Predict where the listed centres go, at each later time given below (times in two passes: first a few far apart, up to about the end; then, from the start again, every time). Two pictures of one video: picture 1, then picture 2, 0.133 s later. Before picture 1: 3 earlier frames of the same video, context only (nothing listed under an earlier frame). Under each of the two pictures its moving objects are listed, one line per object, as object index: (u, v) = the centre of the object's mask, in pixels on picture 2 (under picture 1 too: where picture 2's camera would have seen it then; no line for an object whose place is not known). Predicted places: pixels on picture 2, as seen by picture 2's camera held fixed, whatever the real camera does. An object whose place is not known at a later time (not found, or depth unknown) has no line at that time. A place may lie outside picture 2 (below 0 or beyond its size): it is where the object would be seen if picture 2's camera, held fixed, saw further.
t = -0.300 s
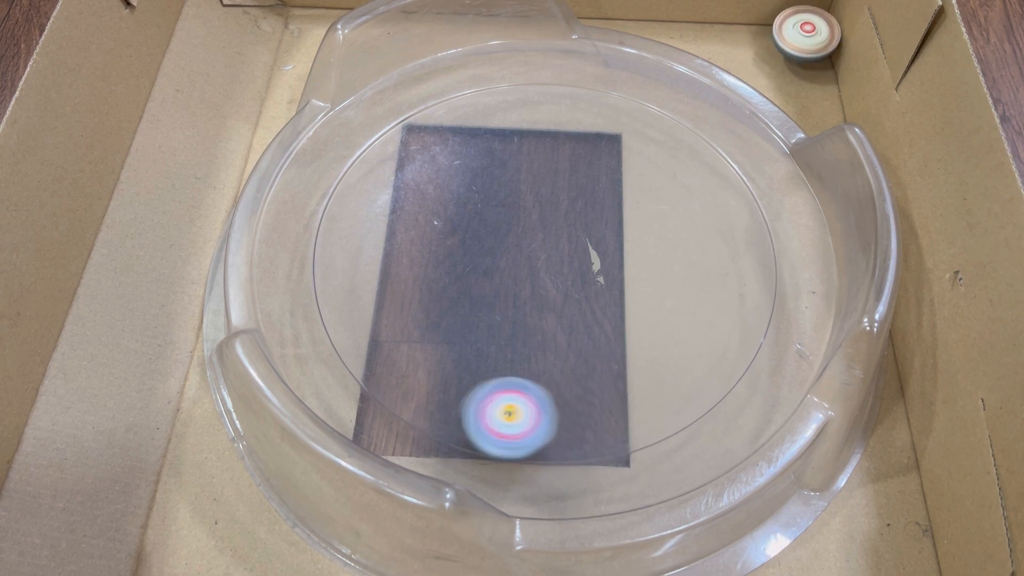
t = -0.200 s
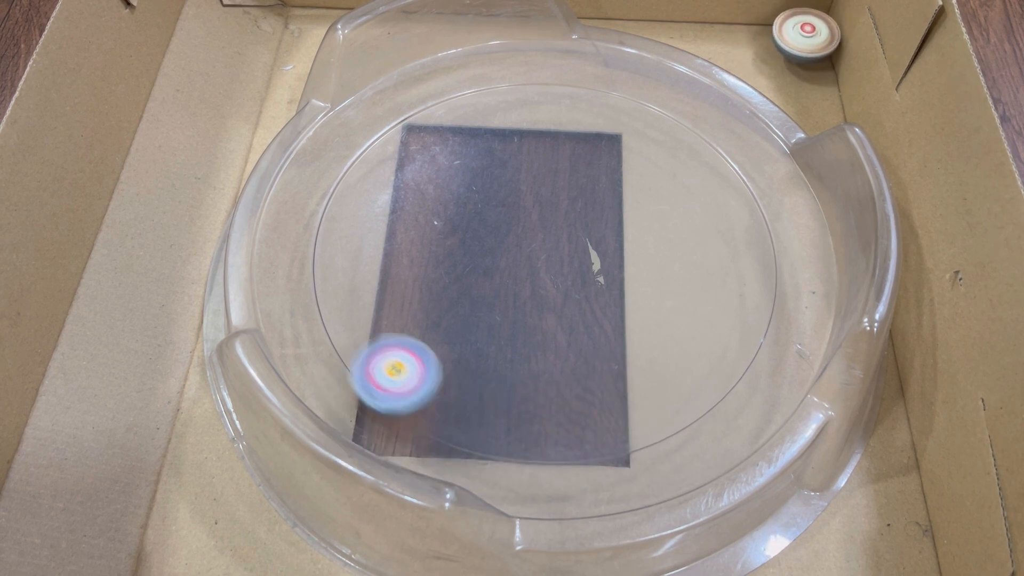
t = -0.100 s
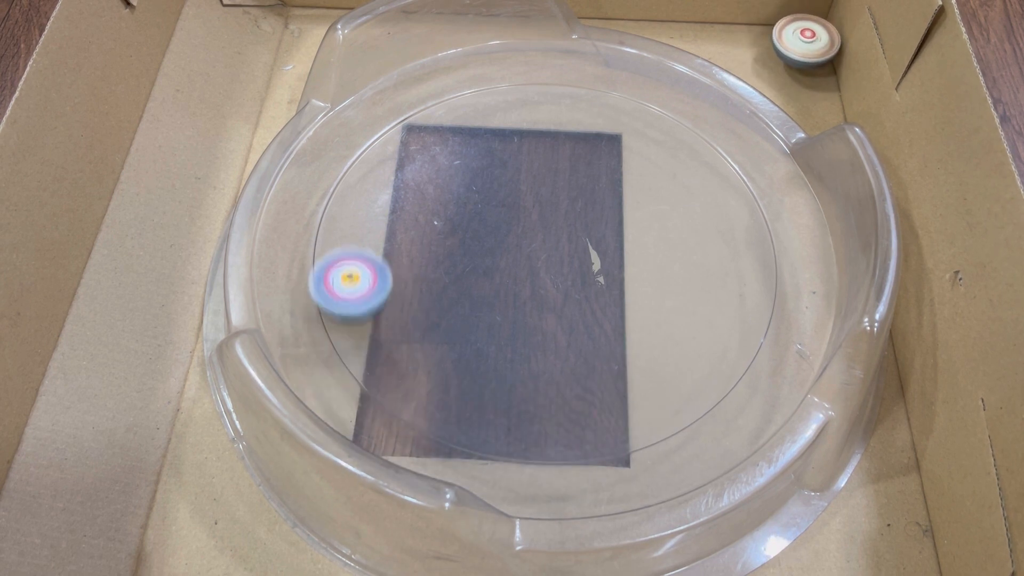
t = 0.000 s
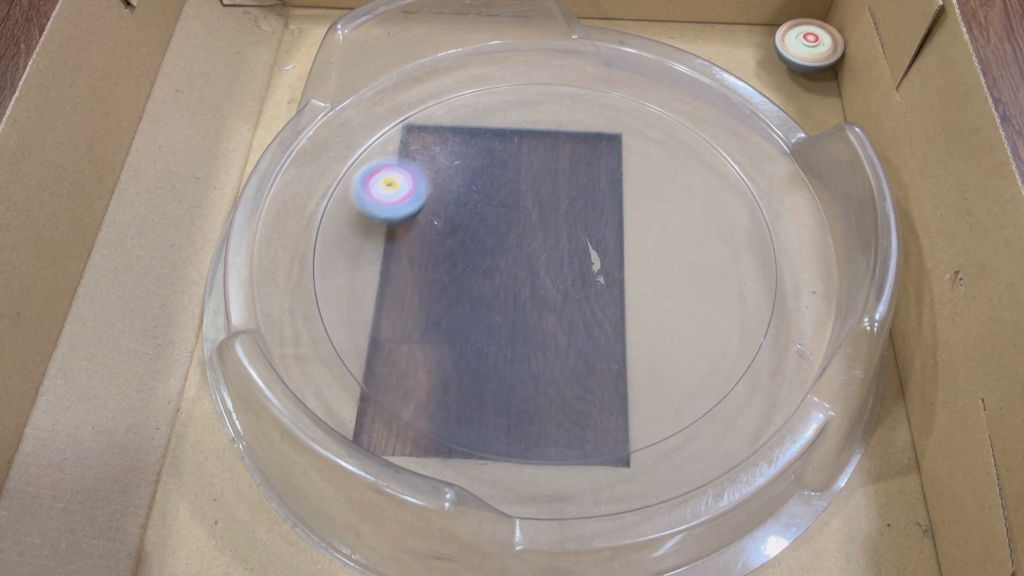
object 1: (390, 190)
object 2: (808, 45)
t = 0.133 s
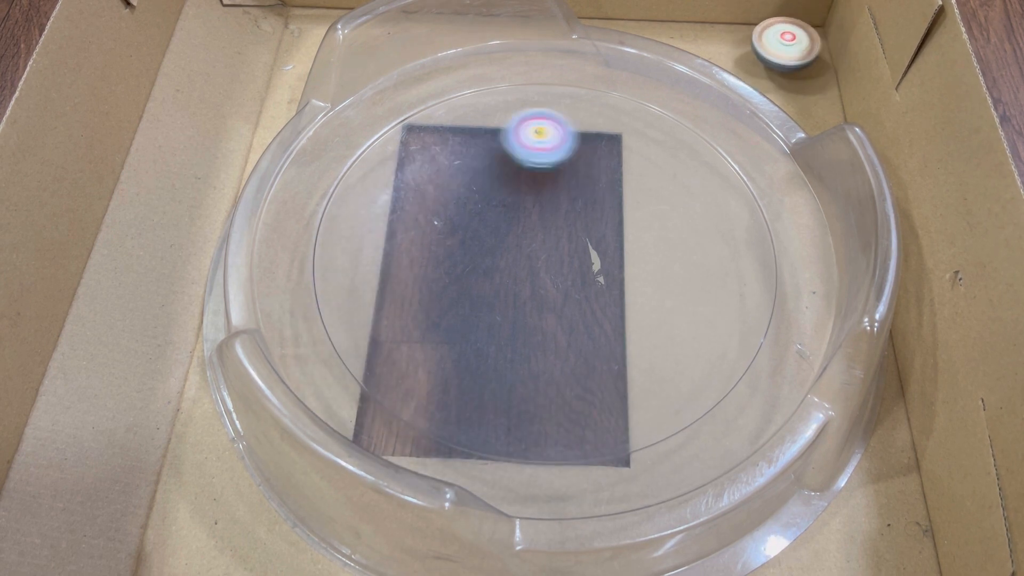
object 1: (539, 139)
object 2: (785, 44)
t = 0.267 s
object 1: (686, 205)
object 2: (774, 40)
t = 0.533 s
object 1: (583, 422)
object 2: (738, 43)
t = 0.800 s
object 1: (397, 243)
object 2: (711, 38)
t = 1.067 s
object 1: (663, 167)
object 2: (698, 40)
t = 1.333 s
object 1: (671, 379)
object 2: (687, 36)
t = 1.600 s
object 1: (423, 264)
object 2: (696, 26)
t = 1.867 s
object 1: (633, 138)
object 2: (699, 31)
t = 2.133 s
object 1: (689, 327)
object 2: (706, 37)
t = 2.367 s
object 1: (446, 291)
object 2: (707, 41)
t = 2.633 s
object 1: (566, 119)
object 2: (726, 45)
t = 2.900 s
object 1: (685, 275)
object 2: (738, 36)
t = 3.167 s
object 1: (442, 286)
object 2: (741, 23)
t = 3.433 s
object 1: (527, 125)
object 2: (733, 36)
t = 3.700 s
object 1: (651, 267)
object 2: (726, 44)
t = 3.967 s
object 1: (444, 308)
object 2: (731, 48)
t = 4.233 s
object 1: (475, 157)
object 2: (720, 46)
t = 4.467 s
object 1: (629, 228)
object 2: (731, 47)
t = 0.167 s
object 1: (582, 144)
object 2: (782, 44)
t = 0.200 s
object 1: (621, 158)
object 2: (781, 43)
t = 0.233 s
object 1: (657, 178)
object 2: (779, 42)
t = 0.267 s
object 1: (686, 205)
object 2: (774, 40)
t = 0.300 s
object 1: (706, 237)
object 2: (770, 41)
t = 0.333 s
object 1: (717, 271)
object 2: (765, 42)
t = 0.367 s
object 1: (716, 307)
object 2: (759, 42)
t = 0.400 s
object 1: (704, 342)
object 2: (752, 42)
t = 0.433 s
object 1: (684, 372)
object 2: (746, 42)
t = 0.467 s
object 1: (656, 397)
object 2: (741, 43)
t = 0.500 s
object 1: (622, 414)
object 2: (738, 43)
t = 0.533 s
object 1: (583, 422)
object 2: (738, 43)
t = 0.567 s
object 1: (544, 422)
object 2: (737, 42)
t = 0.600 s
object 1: (505, 413)
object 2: (736, 42)
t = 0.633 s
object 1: (467, 397)
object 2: (735, 41)
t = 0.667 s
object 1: (435, 375)
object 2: (731, 41)
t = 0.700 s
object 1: (411, 346)
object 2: (727, 40)
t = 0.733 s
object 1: (395, 313)
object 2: (722, 39)
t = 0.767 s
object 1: (391, 277)
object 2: (716, 39)
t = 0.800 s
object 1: (397, 243)
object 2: (711, 38)
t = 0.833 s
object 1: (415, 211)
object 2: (708, 38)
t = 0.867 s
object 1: (441, 185)
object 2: (708, 39)
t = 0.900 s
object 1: (473, 164)
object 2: (707, 39)
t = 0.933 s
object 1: (509, 151)
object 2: (703, 39)
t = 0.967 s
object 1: (548, 144)
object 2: (700, 39)
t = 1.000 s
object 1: (588, 144)
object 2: (698, 39)
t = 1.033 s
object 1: (627, 152)
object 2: (698, 39)
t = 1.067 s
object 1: (663, 167)
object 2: (698, 40)
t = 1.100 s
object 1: (693, 189)
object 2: (700, 40)
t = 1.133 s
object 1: (717, 215)
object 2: (702, 39)
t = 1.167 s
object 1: (732, 245)
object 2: (701, 39)
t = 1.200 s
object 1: (737, 275)
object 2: (698, 38)
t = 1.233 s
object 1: (734, 304)
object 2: (694, 37)
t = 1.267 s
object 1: (721, 333)
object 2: (692, 37)
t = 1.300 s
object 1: (699, 358)
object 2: (690, 36)
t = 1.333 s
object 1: (671, 379)
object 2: (687, 36)
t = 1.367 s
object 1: (635, 392)
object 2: (684, 35)
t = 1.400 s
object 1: (594, 398)
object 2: (684, 34)
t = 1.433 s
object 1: (551, 394)
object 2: (687, 33)
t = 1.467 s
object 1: (509, 381)
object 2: (688, 32)
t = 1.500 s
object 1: (473, 360)
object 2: (689, 30)
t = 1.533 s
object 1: (445, 331)
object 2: (691, 29)
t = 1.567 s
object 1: (429, 299)
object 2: (694, 28)
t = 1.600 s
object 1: (423, 264)
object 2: (696, 26)
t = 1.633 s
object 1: (428, 231)
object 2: (698, 24)
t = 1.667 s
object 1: (443, 201)
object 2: (700, 21)
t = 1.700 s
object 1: (466, 175)
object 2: (699, 23)
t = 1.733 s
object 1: (494, 155)
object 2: (699, 25)
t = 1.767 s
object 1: (526, 140)
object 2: (699, 26)
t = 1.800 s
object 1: (562, 133)
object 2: (698, 27)
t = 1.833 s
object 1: (598, 131)
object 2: (698, 29)
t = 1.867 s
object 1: (633, 138)
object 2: (699, 31)
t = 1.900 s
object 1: (665, 151)
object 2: (700, 32)
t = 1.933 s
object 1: (692, 169)
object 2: (701, 33)
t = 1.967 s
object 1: (713, 193)
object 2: (702, 35)
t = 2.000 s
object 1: (727, 219)
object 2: (703, 35)
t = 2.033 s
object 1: (732, 246)
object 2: (704, 35)
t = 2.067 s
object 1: (727, 273)
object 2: (706, 36)
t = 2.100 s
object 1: (713, 301)
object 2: (707, 36)
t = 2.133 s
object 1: (689, 327)
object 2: (706, 37)
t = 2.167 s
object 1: (657, 348)
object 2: (705, 37)
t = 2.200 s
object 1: (618, 361)
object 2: (705, 38)
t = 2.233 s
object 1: (577, 364)
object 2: (706, 39)
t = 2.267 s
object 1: (536, 357)
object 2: (706, 39)
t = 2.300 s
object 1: (498, 342)
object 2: (705, 39)
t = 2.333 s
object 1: (468, 319)
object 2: (705, 40)
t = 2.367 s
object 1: (446, 291)
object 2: (707, 41)
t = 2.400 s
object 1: (434, 260)
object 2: (712, 43)
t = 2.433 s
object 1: (432, 229)
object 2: (714, 44)
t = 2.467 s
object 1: (439, 200)
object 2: (715, 45)
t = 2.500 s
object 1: (455, 173)
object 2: (718, 46)
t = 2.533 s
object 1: (476, 151)
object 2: (721, 46)
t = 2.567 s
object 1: (503, 134)
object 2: (724, 46)
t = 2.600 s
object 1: (534, 123)
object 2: (726, 47)
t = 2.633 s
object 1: (566, 119)
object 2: (726, 45)
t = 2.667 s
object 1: (598, 122)
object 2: (726, 44)
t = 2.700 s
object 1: (628, 131)
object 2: (727, 42)
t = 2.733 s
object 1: (654, 145)
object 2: (728, 42)
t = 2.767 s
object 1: (675, 166)
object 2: (731, 42)
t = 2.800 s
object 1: (691, 190)
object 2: (734, 40)
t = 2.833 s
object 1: (698, 217)
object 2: (735, 39)
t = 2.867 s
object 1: (696, 246)
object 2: (737, 37)
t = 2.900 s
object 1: (685, 275)
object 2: (738, 36)
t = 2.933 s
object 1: (663, 301)
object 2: (738, 34)
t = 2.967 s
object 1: (635, 322)
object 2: (740, 32)
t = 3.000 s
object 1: (601, 335)
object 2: (740, 31)
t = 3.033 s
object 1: (567, 340)
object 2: (741, 29)
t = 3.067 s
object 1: (532, 338)
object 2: (742, 28)
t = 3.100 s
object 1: (497, 327)
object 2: (741, 26)
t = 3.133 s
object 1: (466, 310)
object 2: (742, 24)
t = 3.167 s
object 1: (442, 286)
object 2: (741, 23)
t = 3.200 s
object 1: (426, 259)
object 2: (739, 25)
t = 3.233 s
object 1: (420, 232)
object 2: (739, 26)
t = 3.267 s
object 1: (422, 204)
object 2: (738, 29)
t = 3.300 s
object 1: (432, 179)
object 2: (738, 30)
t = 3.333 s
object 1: (449, 158)
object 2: (737, 32)
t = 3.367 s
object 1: (471, 141)
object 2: (734, 34)
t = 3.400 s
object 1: (498, 130)
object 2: (734, 35)
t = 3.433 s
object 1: (527, 125)
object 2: (733, 36)
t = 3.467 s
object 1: (557, 126)
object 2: (731, 38)
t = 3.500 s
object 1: (586, 134)
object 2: (730, 39)
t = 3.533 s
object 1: (613, 148)
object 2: (731, 40)
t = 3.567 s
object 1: (634, 167)
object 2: (729, 41)
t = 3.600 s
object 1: (649, 189)
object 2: (728, 42)
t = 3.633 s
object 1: (658, 214)
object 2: (729, 43)
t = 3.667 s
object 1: (658, 242)
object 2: (729, 44)
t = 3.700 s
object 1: (651, 267)
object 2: (726, 44)
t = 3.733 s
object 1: (636, 291)
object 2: (726, 45)
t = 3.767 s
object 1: (615, 311)
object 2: (728, 46)
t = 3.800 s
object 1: (588, 326)
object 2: (729, 46)
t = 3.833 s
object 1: (559, 335)
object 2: (730, 46)
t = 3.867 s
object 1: (528, 337)
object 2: (732, 47)
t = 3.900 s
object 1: (497, 333)
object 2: (734, 47)
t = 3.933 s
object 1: (468, 323)
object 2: (733, 48)
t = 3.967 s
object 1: (444, 308)
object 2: (731, 48)
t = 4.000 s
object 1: (425, 288)
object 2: (731, 48)
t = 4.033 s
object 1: (413, 266)
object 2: (731, 49)
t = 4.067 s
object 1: (408, 243)
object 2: (732, 48)
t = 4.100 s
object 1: (409, 220)
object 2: (732, 48)
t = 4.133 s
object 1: (418, 198)
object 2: (729, 47)
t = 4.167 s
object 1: (433, 181)
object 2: (726, 46)
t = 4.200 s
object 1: (452, 167)
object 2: (722, 46)
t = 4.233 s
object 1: (475, 157)
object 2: (720, 46)
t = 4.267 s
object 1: (502, 152)
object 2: (722, 47)
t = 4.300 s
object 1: (529, 153)
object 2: (725, 48)
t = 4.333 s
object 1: (555, 159)
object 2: (727, 49)
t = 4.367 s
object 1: (580, 170)
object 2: (728, 49)
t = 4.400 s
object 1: (601, 186)
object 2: (729, 49)
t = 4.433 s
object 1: (618, 205)
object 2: (731, 48)
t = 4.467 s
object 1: (629, 228)
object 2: (731, 47)
